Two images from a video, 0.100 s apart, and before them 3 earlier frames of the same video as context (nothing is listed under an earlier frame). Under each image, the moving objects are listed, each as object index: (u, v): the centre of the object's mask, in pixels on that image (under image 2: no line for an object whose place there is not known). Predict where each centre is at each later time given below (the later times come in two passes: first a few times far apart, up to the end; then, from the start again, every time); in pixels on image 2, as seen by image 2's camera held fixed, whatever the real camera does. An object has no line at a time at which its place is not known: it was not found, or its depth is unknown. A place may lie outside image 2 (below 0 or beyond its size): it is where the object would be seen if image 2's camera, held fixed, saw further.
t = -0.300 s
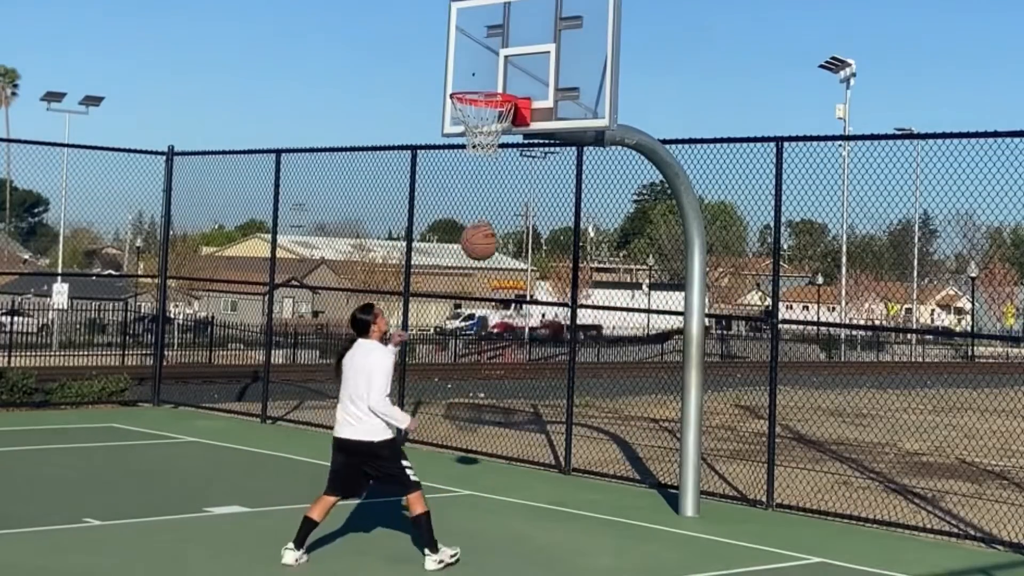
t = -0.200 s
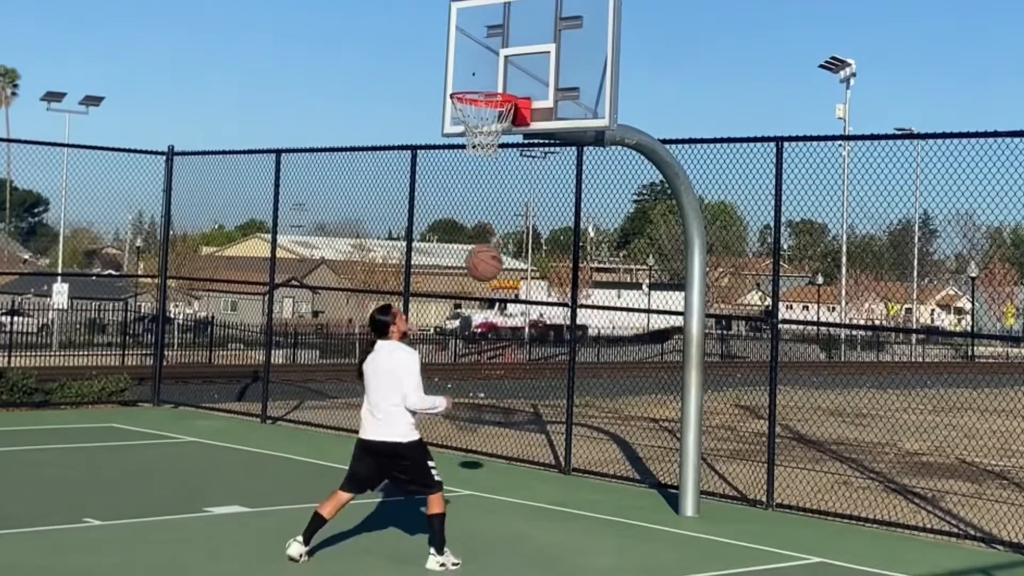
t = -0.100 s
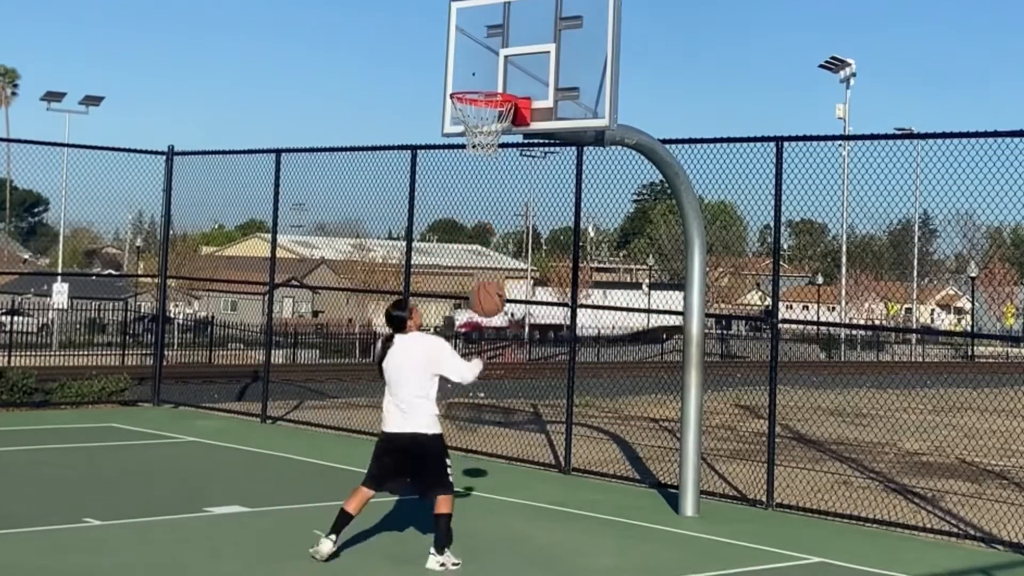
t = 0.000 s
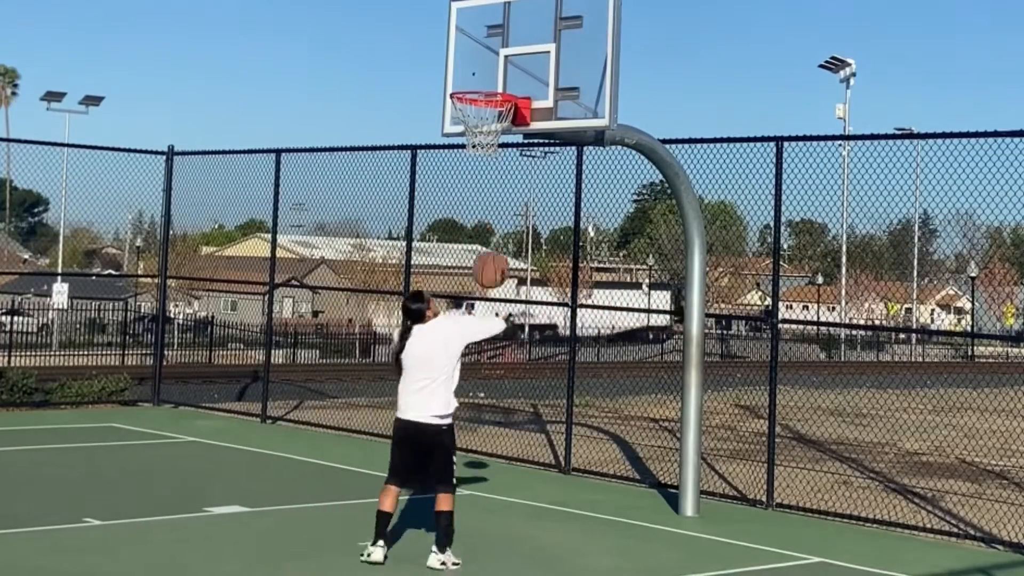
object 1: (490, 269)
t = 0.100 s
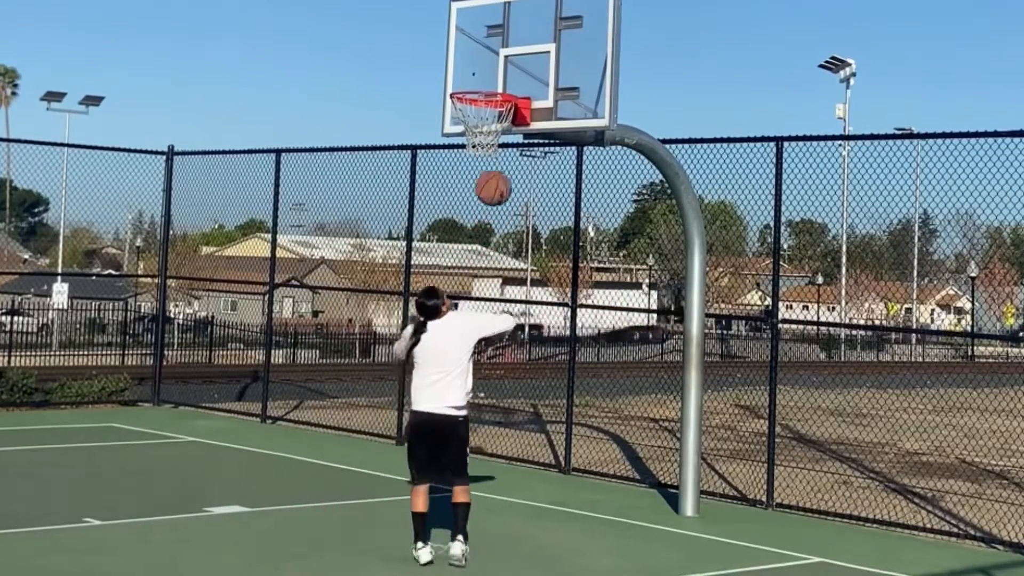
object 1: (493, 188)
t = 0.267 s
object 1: (496, 89)
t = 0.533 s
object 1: (497, 22)
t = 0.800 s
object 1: (494, 55)
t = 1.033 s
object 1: (486, 138)
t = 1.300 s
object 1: (468, 235)
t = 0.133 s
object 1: (494, 164)
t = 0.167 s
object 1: (495, 143)
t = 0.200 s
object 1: (495, 125)
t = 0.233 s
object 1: (495, 105)
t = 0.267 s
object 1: (496, 89)
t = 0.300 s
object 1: (496, 75)
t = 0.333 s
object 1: (496, 62)
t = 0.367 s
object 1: (497, 51)
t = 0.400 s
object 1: (497, 42)
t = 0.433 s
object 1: (497, 34)
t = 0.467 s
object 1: (497, 29)
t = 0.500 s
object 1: (497, 24)
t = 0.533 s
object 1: (497, 22)
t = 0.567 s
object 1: (497, 21)
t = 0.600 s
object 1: (497, 21)
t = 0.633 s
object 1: (497, 23)
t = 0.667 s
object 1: (496, 26)
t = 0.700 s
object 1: (496, 31)
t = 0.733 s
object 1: (495, 37)
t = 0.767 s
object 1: (494, 46)
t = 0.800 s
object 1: (494, 55)
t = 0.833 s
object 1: (493, 66)
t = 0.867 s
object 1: (492, 77)
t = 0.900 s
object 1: (491, 90)
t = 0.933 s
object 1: (490, 106)
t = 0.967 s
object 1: (488, 119)
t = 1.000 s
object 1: (488, 126)
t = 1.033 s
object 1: (486, 138)
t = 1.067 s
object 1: (484, 143)
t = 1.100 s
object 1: (481, 151)
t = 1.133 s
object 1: (479, 162)
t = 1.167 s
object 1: (477, 173)
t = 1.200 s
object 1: (474, 186)
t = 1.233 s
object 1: (473, 201)
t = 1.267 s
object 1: (471, 216)
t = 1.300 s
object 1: (468, 235)
